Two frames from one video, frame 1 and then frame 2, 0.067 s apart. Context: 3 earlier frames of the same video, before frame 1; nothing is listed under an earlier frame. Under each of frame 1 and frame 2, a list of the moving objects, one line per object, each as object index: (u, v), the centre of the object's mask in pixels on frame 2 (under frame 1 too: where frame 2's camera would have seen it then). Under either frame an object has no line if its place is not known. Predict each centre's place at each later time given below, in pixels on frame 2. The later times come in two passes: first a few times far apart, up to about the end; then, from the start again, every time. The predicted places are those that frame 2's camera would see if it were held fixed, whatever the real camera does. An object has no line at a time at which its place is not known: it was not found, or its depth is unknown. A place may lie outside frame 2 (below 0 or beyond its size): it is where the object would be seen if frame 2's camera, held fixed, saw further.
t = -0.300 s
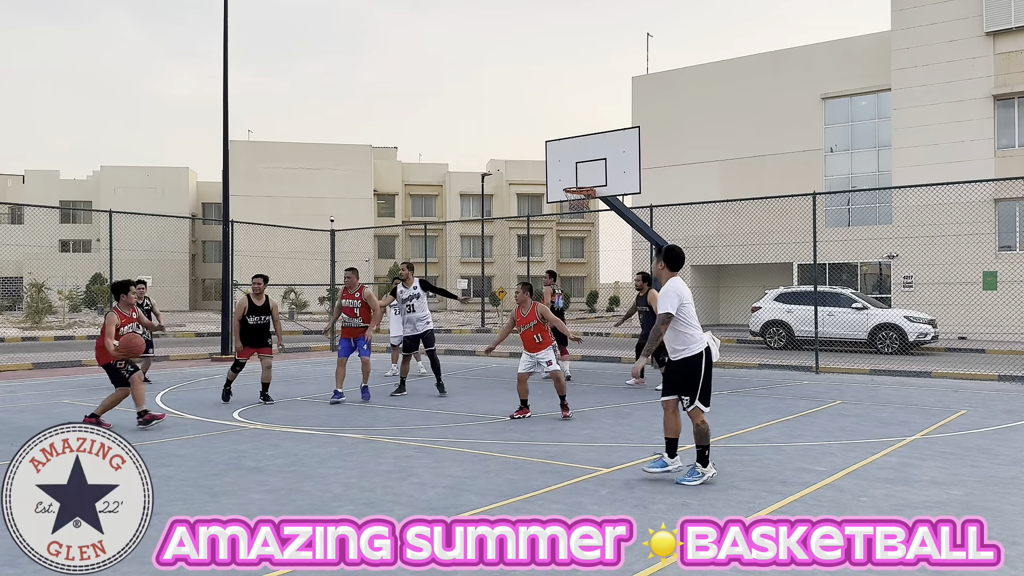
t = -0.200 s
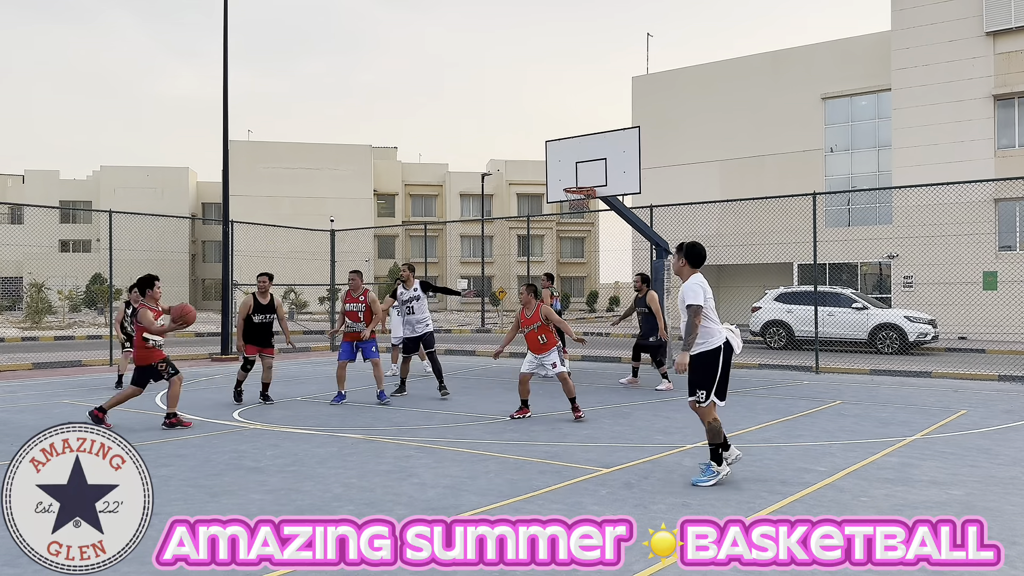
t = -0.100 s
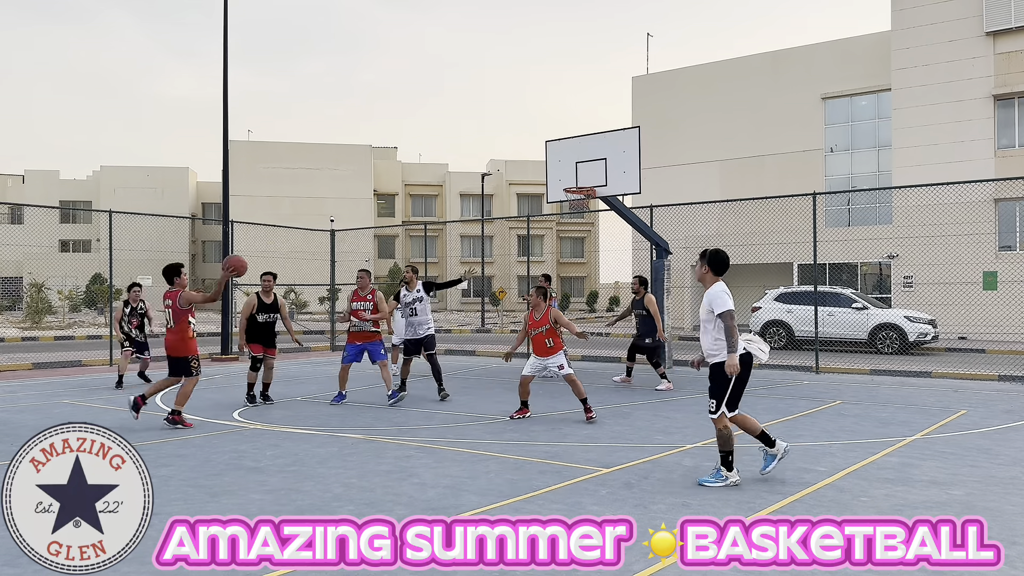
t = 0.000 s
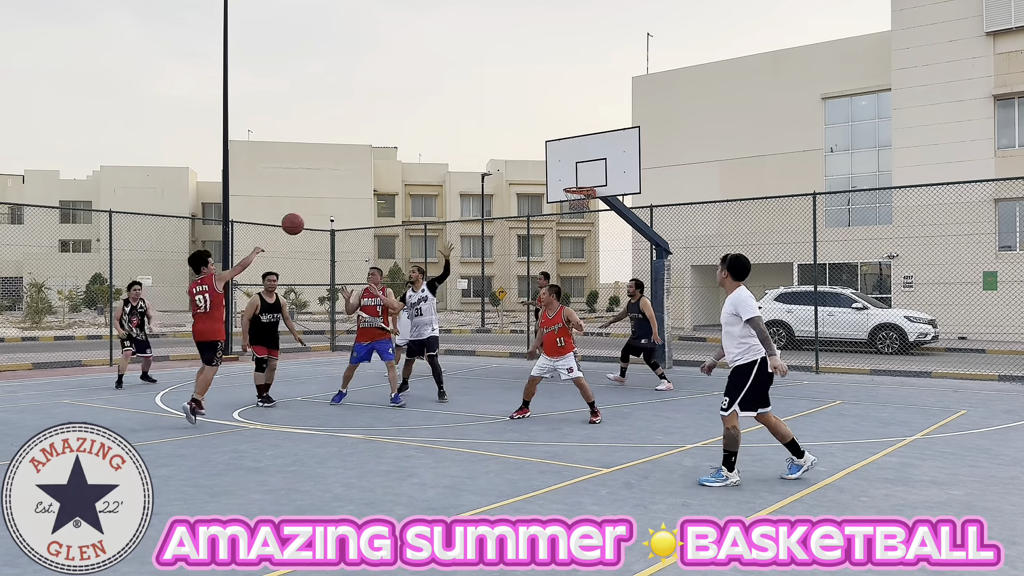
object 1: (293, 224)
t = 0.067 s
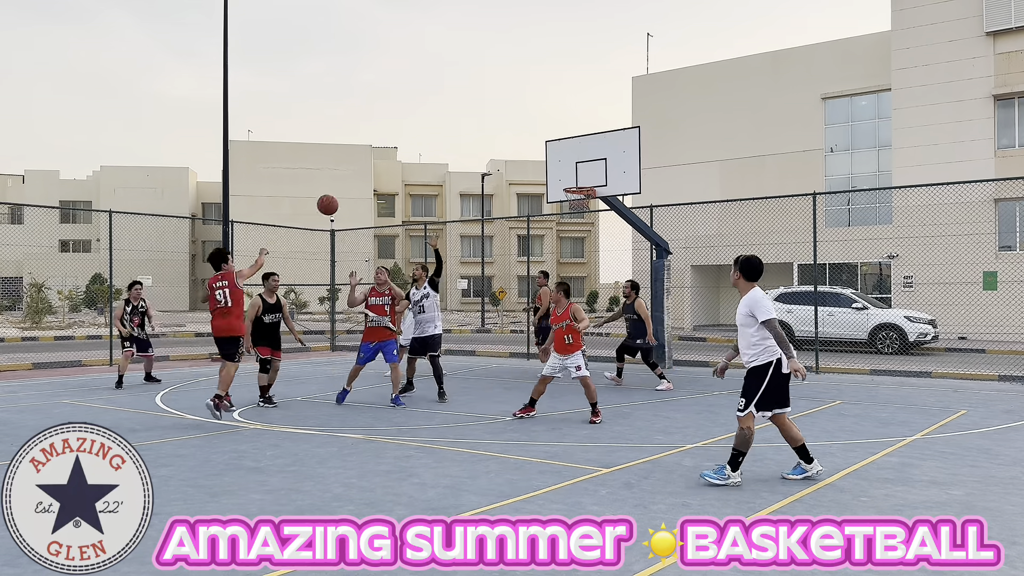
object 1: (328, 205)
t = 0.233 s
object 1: (400, 178)
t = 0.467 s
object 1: (476, 179)
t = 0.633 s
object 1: (519, 198)
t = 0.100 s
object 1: (343, 197)
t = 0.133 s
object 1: (359, 191)
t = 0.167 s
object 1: (373, 186)
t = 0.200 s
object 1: (387, 181)
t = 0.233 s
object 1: (400, 178)
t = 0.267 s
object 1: (412, 176)
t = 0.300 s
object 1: (424, 175)
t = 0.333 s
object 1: (435, 174)
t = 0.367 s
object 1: (446, 175)
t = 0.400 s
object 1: (457, 175)
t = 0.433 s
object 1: (466, 177)
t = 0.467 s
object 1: (476, 179)
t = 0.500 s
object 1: (485, 182)
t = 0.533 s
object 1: (494, 185)
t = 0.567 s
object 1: (503, 189)
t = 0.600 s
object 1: (511, 193)
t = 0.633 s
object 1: (519, 198)
